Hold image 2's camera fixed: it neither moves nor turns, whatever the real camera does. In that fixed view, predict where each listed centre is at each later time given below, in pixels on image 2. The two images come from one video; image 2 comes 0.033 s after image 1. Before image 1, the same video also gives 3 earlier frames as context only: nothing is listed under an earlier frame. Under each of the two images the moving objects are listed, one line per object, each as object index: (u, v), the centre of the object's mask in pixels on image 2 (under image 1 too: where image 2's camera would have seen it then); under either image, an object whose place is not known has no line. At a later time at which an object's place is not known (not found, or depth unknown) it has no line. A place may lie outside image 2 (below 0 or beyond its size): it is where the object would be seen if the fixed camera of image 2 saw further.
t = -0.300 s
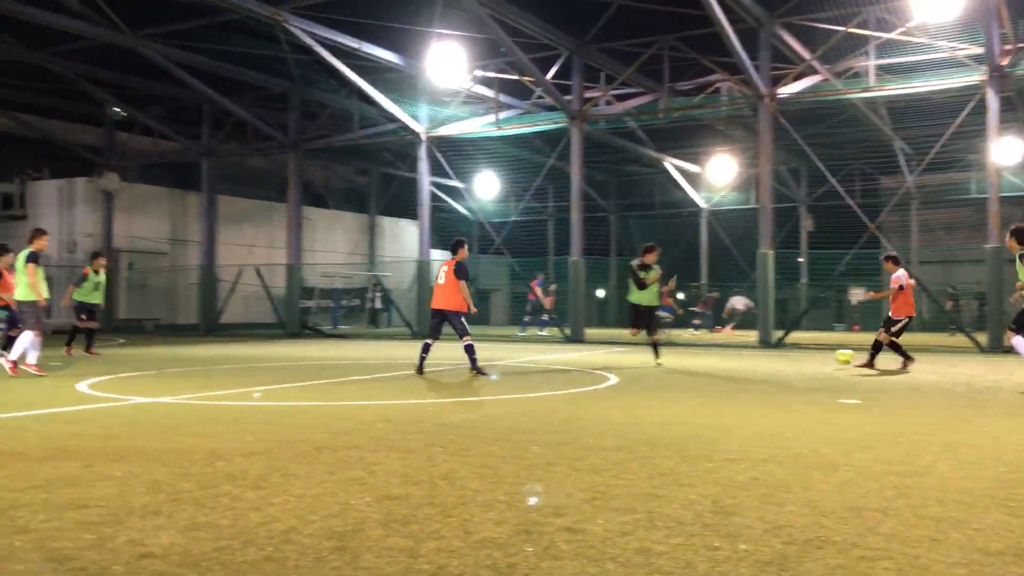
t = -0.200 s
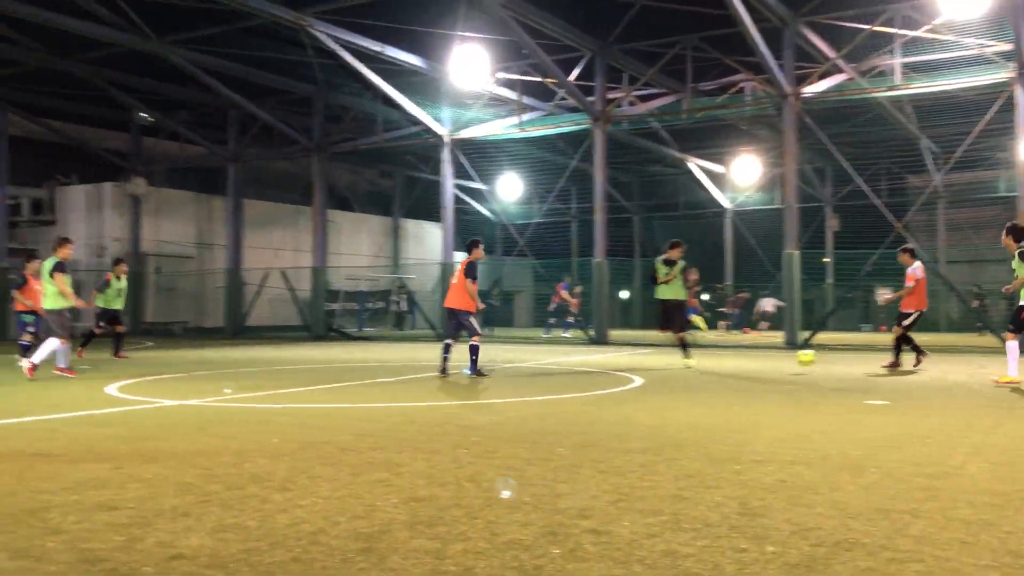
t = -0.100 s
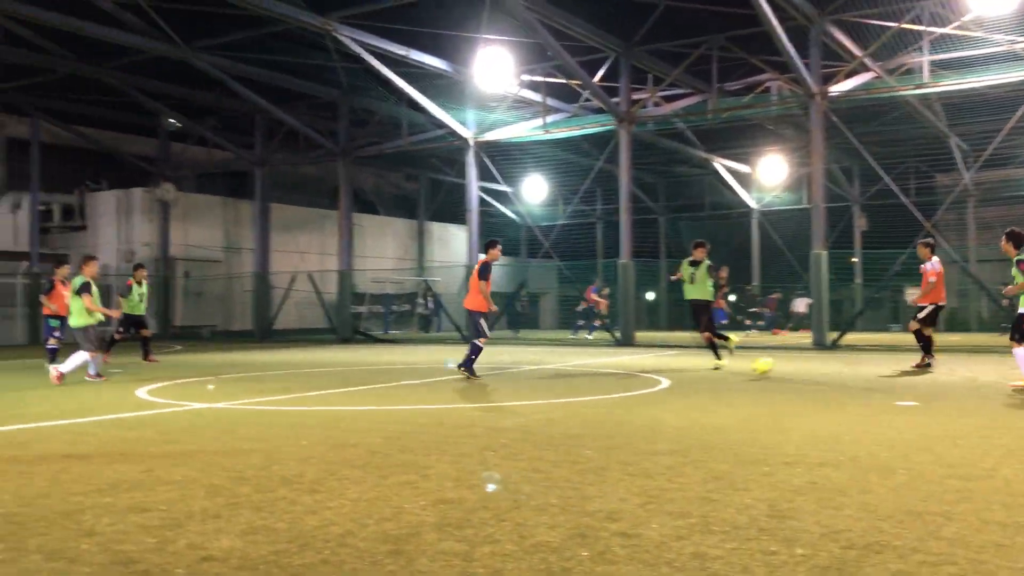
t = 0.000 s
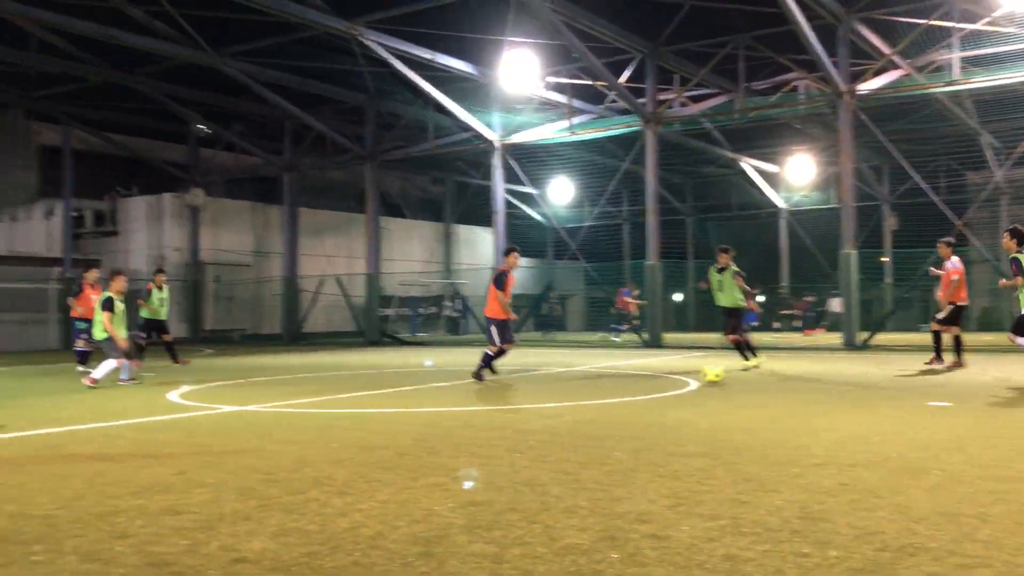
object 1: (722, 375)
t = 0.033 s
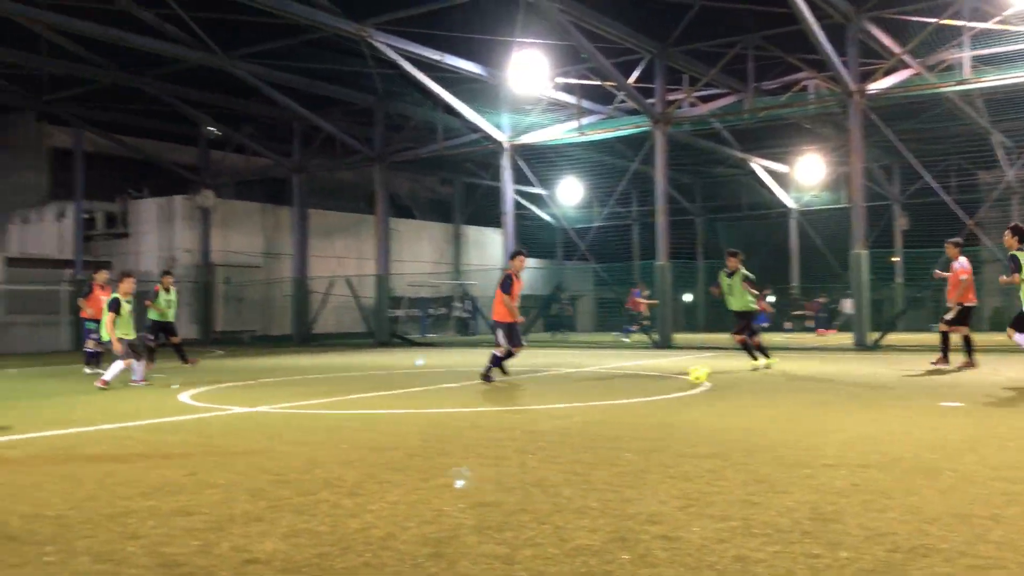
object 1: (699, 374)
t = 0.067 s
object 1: (673, 376)
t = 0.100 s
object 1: (646, 379)
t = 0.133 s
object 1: (620, 383)
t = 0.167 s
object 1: (593, 385)
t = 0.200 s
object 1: (566, 385)
